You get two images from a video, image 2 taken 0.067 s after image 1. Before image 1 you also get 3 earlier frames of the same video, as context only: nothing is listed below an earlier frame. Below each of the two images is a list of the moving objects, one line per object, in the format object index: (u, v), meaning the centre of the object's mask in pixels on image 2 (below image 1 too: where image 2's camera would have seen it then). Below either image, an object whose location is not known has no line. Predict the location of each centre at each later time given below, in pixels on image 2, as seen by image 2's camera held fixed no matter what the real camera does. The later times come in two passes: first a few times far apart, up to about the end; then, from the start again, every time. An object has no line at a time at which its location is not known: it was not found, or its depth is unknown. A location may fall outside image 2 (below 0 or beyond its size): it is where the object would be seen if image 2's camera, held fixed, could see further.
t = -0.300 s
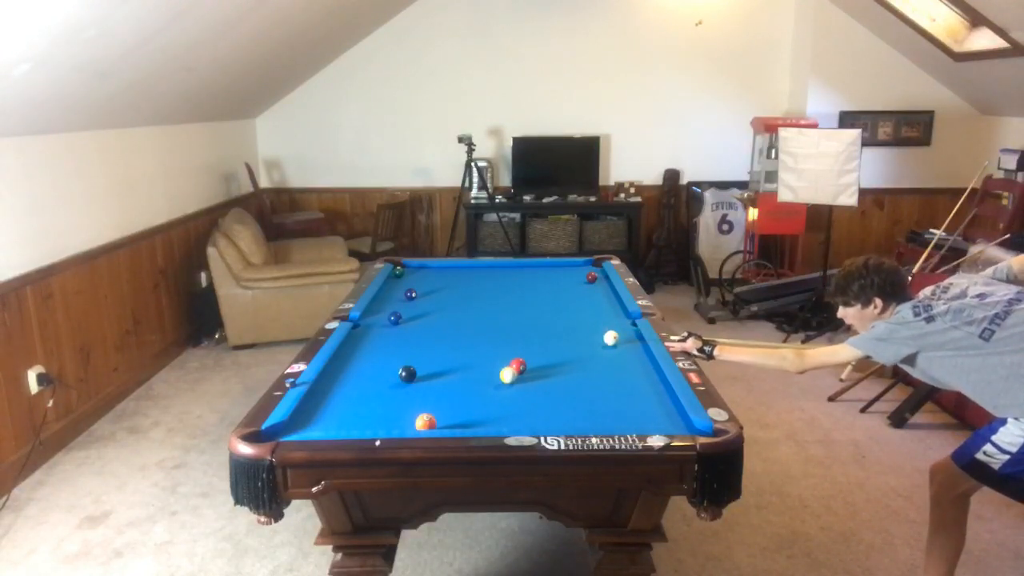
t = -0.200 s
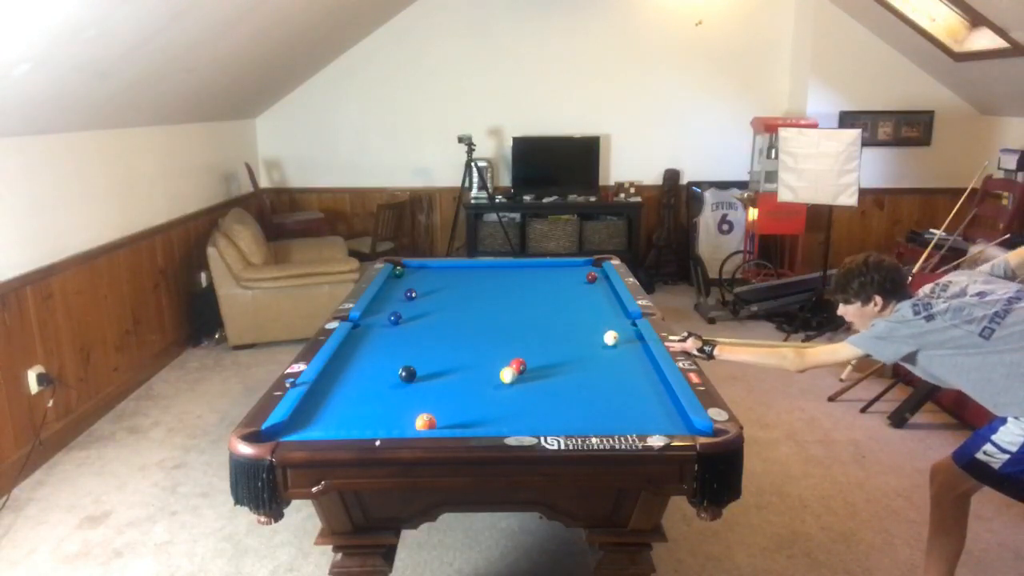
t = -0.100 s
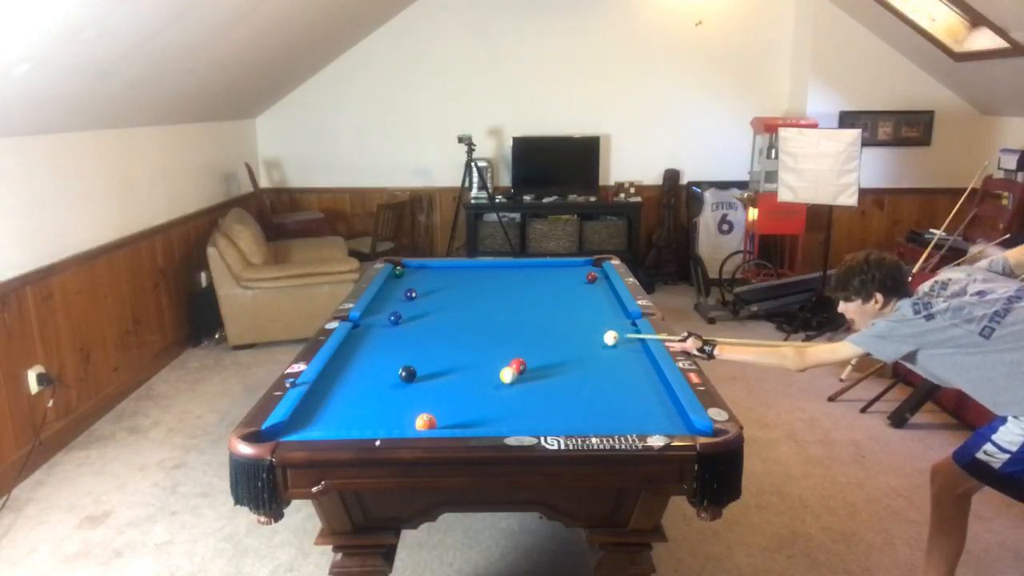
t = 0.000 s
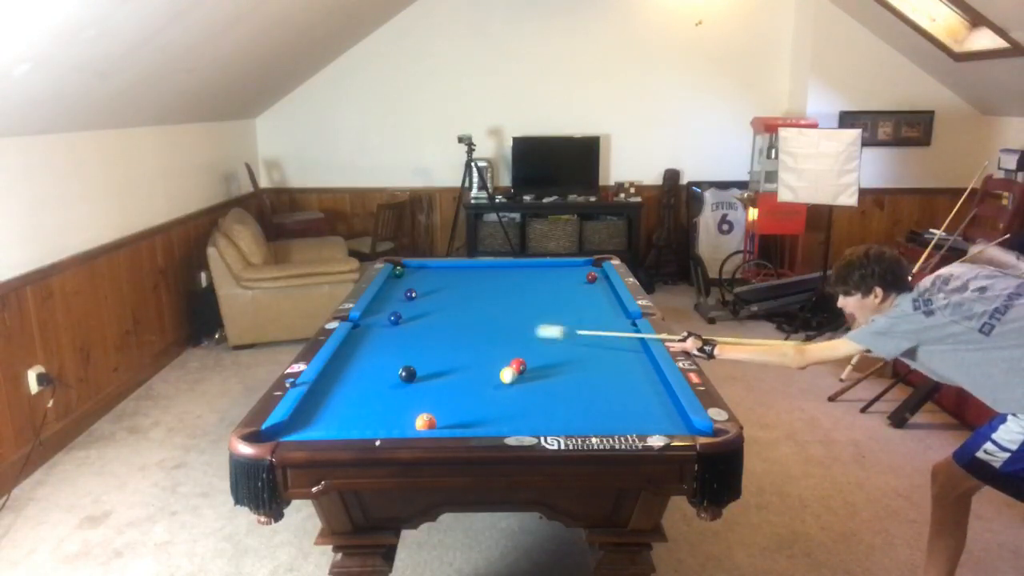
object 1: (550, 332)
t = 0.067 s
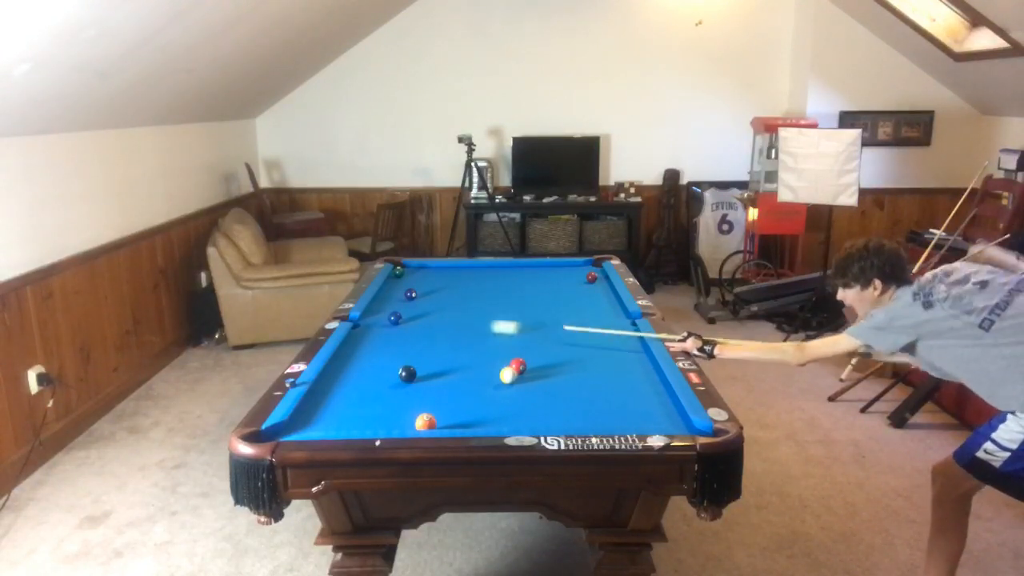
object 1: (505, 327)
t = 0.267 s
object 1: (408, 314)
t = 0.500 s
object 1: (388, 298)
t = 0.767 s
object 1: (405, 285)
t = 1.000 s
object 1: (430, 275)
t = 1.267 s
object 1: (455, 265)
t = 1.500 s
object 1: (477, 267)
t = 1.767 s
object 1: (505, 273)
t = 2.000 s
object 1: (530, 278)
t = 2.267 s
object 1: (559, 285)
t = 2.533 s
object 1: (589, 292)
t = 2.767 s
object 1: (612, 298)
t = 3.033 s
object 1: (597, 304)
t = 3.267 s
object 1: (584, 309)
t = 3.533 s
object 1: (569, 315)
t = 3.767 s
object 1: (556, 320)
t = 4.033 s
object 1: (541, 326)
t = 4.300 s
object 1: (526, 332)
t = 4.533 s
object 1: (513, 337)
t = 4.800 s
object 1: (500, 342)
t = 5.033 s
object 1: (488, 347)
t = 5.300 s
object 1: (475, 352)
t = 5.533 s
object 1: (464, 356)
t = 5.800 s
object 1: (453, 360)
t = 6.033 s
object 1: (443, 363)
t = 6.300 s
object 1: (433, 367)
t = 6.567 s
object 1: (424, 370)
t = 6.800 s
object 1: (422, 371)
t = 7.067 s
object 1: (422, 371)
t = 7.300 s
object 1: (421, 371)
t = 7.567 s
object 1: (421, 371)
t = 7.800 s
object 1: (421, 371)
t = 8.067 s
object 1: (421, 370)
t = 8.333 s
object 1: (421, 371)
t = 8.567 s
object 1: (421, 371)
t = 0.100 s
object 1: (483, 325)
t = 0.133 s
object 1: (462, 323)
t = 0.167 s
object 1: (442, 321)
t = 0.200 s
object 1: (422, 319)
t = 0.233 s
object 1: (408, 316)
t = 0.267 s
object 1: (408, 314)
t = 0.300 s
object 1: (407, 312)
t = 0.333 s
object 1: (405, 309)
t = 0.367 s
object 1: (403, 307)
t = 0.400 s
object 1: (400, 305)
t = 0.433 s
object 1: (396, 302)
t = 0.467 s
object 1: (393, 300)
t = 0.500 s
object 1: (388, 298)
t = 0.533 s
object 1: (384, 296)
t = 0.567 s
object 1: (382, 294)
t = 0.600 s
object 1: (385, 293)
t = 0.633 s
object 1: (389, 291)
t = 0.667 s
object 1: (393, 290)
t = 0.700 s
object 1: (397, 288)
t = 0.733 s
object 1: (401, 287)
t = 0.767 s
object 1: (405, 285)
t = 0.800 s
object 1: (409, 283)
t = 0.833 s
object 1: (412, 282)
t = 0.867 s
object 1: (416, 281)
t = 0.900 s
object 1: (420, 279)
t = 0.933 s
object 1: (423, 278)
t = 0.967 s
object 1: (427, 276)
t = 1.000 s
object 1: (430, 275)
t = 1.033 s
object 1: (433, 274)
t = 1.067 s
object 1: (436, 273)
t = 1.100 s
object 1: (440, 272)
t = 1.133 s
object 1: (443, 270)
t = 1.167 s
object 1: (446, 269)
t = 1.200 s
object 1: (449, 268)
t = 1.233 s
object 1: (452, 267)
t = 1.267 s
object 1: (455, 265)
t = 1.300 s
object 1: (458, 264)
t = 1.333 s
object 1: (461, 264)
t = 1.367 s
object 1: (464, 264)
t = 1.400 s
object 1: (467, 265)
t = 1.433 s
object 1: (471, 266)
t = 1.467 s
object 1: (474, 266)
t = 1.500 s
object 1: (477, 267)
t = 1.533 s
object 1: (481, 268)
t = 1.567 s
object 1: (484, 269)
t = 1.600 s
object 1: (488, 270)
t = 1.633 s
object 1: (491, 270)
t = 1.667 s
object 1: (494, 271)
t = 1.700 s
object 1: (498, 272)
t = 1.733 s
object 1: (501, 273)
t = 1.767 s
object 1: (505, 273)
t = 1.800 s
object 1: (508, 274)
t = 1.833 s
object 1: (512, 275)
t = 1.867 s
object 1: (515, 276)
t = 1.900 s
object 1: (519, 276)
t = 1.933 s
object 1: (522, 277)
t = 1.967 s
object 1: (526, 278)
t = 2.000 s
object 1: (530, 278)
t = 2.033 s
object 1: (533, 279)
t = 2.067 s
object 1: (537, 280)
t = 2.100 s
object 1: (541, 281)
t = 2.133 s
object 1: (544, 282)
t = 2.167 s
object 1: (548, 283)
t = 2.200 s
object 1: (551, 283)
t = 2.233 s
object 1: (556, 284)
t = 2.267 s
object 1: (559, 285)
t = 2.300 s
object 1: (563, 286)
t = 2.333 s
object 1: (567, 287)
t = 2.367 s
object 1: (571, 288)
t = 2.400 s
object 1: (574, 288)
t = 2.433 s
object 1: (578, 289)
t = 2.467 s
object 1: (582, 290)
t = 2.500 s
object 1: (586, 291)
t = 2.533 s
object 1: (589, 292)
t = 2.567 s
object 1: (593, 293)
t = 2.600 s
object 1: (597, 294)
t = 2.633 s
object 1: (601, 294)
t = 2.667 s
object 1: (605, 295)
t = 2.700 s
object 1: (609, 296)
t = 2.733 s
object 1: (613, 297)
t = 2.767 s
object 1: (612, 298)
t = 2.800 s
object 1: (610, 299)
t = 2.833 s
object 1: (608, 299)
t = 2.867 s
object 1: (606, 300)
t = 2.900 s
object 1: (604, 301)
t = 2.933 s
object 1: (603, 302)
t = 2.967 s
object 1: (600, 302)
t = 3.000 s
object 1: (599, 303)
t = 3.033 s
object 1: (597, 304)
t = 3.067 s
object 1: (595, 304)
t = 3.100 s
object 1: (593, 305)
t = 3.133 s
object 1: (591, 306)
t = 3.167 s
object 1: (589, 307)
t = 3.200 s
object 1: (587, 308)
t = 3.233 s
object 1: (586, 308)
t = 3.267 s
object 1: (584, 309)
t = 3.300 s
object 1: (582, 310)
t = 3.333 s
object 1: (580, 310)
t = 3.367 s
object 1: (578, 311)
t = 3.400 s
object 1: (576, 312)
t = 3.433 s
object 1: (575, 313)
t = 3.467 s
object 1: (573, 313)
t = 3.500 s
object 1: (571, 314)
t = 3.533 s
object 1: (569, 315)
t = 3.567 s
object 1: (567, 316)
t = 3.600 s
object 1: (565, 316)
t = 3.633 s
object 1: (563, 317)
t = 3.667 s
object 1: (561, 318)
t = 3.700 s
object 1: (559, 318)
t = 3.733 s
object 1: (558, 319)
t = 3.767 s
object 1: (556, 320)
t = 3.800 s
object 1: (554, 321)
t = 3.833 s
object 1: (552, 321)
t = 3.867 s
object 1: (550, 322)
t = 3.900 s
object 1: (548, 323)
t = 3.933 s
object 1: (546, 324)
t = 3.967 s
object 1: (544, 325)
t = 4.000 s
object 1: (543, 325)
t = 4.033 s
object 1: (541, 326)
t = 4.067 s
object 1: (539, 327)
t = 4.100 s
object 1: (537, 328)
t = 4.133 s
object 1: (535, 328)
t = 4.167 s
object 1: (533, 329)
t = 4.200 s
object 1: (532, 329)
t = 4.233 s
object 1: (530, 330)
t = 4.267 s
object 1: (528, 331)
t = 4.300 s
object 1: (526, 332)
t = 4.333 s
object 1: (524, 332)
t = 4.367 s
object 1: (523, 333)
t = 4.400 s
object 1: (521, 334)
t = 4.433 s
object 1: (519, 335)
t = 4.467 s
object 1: (517, 335)
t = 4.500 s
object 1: (515, 336)
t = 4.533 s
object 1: (513, 337)
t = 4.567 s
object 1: (512, 337)
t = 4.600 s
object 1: (510, 338)
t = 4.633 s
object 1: (508, 339)
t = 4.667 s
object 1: (507, 339)
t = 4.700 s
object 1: (505, 340)
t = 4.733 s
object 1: (503, 341)
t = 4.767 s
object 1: (501, 341)
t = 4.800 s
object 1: (500, 342)
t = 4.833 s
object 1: (498, 343)
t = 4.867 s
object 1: (496, 343)
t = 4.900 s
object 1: (494, 344)
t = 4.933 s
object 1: (493, 345)
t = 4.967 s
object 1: (491, 345)
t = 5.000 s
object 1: (489, 346)
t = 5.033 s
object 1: (488, 347)
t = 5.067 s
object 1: (486, 347)
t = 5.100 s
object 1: (484, 348)
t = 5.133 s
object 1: (483, 349)
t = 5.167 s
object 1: (481, 349)
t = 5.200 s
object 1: (480, 350)
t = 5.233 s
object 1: (478, 350)
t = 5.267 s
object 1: (477, 351)
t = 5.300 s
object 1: (475, 352)
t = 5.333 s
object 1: (473, 352)
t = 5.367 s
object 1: (472, 353)
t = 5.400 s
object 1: (470, 354)
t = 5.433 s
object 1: (469, 354)
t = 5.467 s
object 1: (468, 355)
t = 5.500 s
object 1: (466, 355)
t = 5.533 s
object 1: (464, 356)
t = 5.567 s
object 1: (463, 356)
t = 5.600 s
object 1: (461, 357)
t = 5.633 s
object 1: (460, 358)
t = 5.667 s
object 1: (458, 358)
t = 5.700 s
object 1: (457, 359)
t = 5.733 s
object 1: (455, 359)
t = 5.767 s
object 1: (454, 359)
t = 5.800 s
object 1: (453, 360)
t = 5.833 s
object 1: (451, 361)
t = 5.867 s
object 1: (450, 361)
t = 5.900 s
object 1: (448, 361)
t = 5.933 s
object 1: (447, 362)
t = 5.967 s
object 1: (446, 362)
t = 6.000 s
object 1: (445, 363)
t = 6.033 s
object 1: (443, 363)
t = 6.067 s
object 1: (442, 364)
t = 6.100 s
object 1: (441, 364)
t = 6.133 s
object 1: (439, 365)
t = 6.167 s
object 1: (438, 365)
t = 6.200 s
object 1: (437, 366)
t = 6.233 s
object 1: (436, 366)
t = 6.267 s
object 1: (434, 366)
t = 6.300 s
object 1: (433, 367)
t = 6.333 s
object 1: (432, 367)
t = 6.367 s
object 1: (431, 367)
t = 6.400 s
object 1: (430, 367)
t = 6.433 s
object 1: (429, 368)
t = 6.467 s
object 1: (428, 368)
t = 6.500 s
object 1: (426, 369)
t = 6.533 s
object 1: (425, 369)
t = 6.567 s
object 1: (424, 370)
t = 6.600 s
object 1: (424, 370)
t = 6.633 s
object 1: (423, 370)
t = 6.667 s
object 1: (423, 370)
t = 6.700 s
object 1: (423, 370)
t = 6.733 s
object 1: (423, 370)
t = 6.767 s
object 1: (422, 371)
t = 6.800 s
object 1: (422, 371)
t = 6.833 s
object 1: (422, 371)
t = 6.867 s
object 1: (422, 371)
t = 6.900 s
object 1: (422, 371)
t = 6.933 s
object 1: (422, 371)
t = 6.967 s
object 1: (422, 371)
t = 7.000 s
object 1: (422, 371)
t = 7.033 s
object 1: (422, 370)
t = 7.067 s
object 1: (422, 371)
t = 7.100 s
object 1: (422, 371)
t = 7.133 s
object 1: (422, 371)
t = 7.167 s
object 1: (421, 371)
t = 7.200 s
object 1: (421, 371)
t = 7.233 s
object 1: (421, 371)
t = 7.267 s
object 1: (422, 371)
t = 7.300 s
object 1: (421, 371)
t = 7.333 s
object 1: (421, 371)
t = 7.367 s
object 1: (421, 371)
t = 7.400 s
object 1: (421, 371)
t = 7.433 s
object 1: (421, 371)
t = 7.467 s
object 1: (421, 371)
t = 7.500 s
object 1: (421, 371)
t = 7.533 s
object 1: (421, 371)
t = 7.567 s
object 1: (421, 371)
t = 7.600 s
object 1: (421, 371)
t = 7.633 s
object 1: (421, 371)
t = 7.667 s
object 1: (421, 371)
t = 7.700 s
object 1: (421, 371)
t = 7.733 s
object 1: (421, 371)
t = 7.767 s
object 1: (421, 371)
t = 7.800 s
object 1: (421, 371)
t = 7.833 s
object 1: (421, 371)
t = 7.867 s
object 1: (421, 371)
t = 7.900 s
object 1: (421, 371)
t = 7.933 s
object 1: (421, 371)
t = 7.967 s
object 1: (421, 371)
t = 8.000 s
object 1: (421, 370)
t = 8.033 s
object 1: (421, 370)
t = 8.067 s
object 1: (421, 370)
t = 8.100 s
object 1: (421, 370)
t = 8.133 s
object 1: (421, 370)
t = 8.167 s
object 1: (421, 370)
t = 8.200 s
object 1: (421, 370)
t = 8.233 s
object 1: (421, 370)
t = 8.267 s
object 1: (421, 370)
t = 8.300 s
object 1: (421, 371)
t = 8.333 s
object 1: (421, 371)
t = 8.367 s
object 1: (421, 371)
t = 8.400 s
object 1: (421, 371)
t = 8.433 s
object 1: (421, 371)
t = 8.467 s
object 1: (421, 371)
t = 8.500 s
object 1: (421, 371)
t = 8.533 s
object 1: (421, 371)
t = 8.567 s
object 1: (421, 371)
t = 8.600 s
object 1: (421, 371)
